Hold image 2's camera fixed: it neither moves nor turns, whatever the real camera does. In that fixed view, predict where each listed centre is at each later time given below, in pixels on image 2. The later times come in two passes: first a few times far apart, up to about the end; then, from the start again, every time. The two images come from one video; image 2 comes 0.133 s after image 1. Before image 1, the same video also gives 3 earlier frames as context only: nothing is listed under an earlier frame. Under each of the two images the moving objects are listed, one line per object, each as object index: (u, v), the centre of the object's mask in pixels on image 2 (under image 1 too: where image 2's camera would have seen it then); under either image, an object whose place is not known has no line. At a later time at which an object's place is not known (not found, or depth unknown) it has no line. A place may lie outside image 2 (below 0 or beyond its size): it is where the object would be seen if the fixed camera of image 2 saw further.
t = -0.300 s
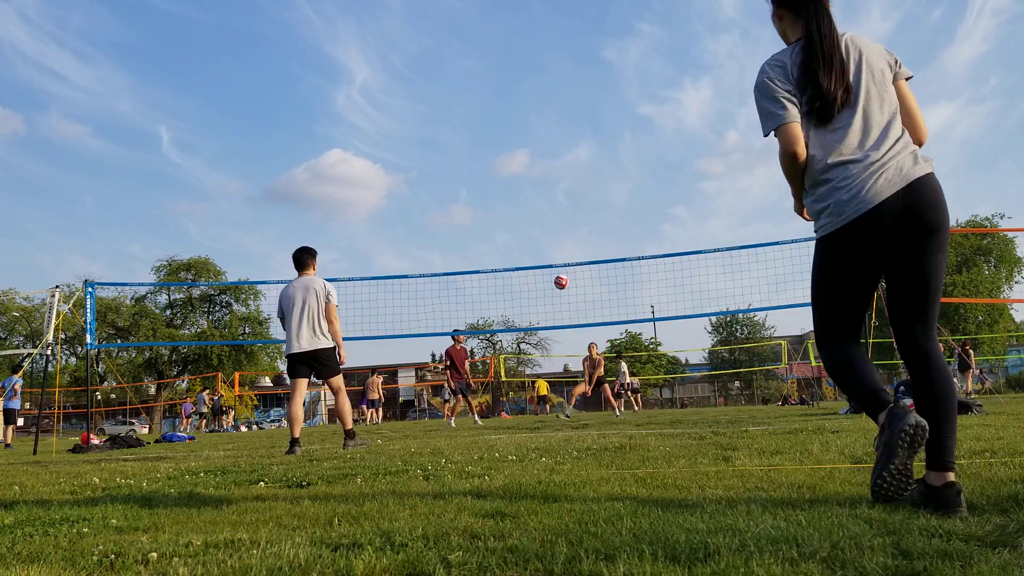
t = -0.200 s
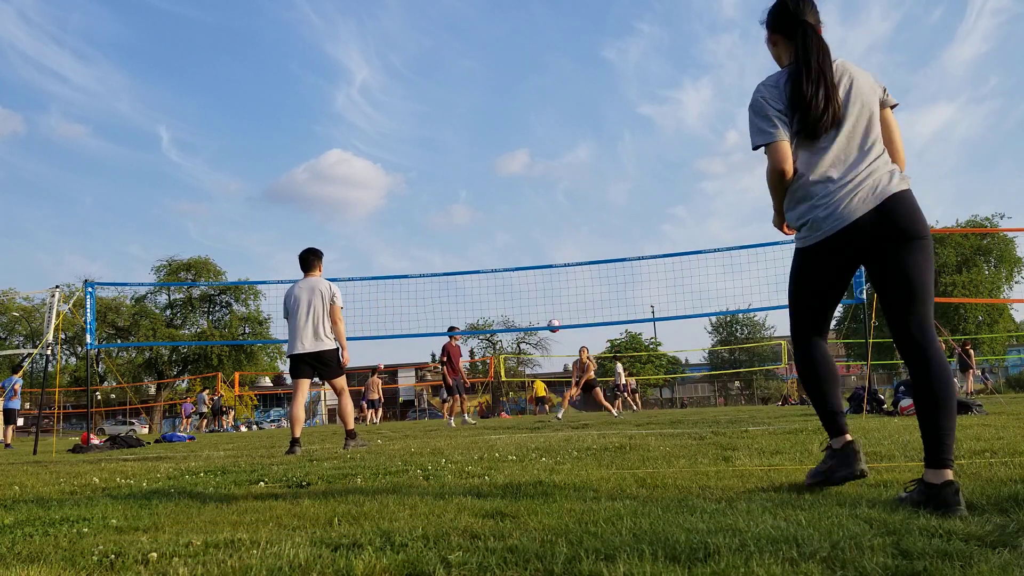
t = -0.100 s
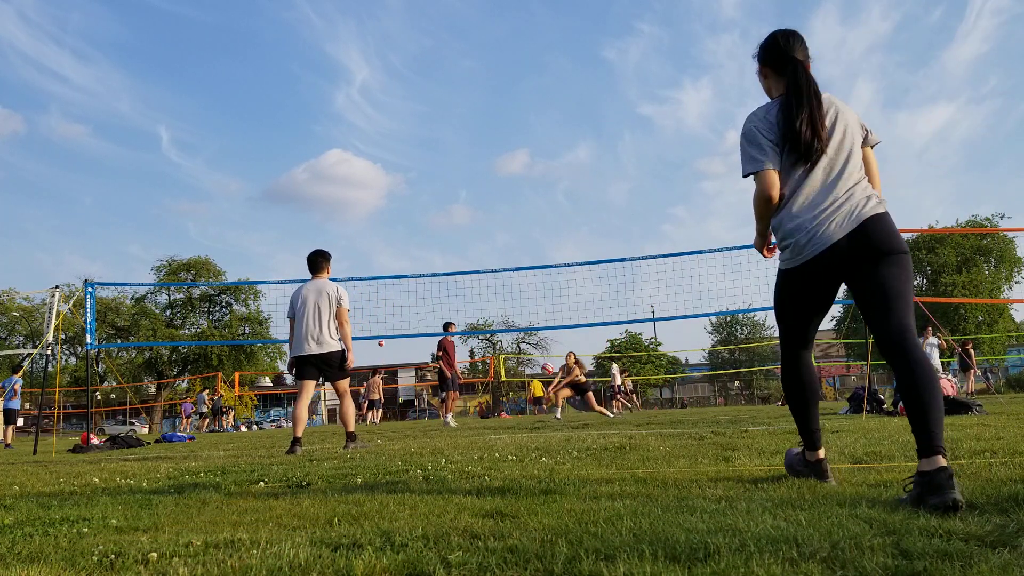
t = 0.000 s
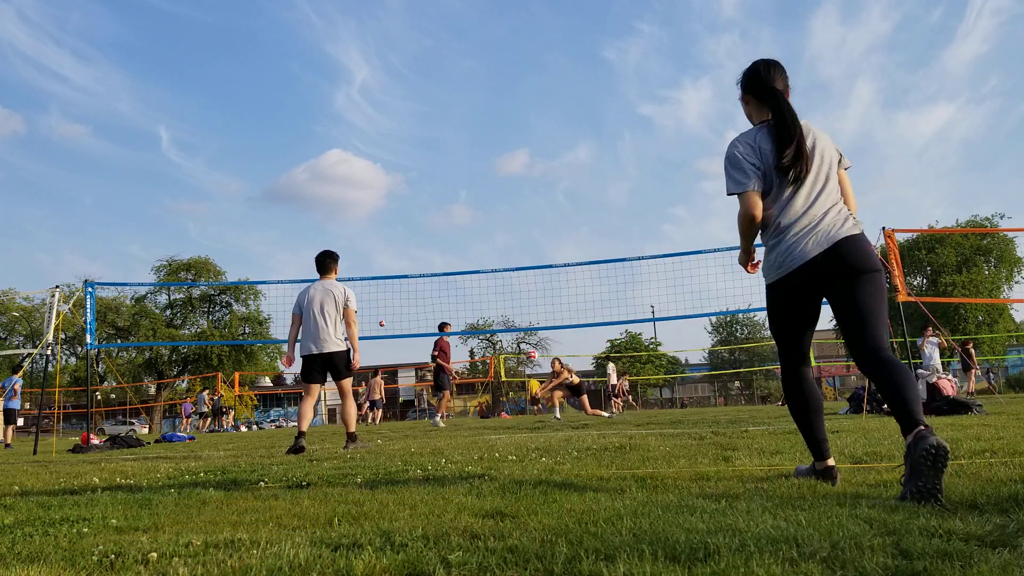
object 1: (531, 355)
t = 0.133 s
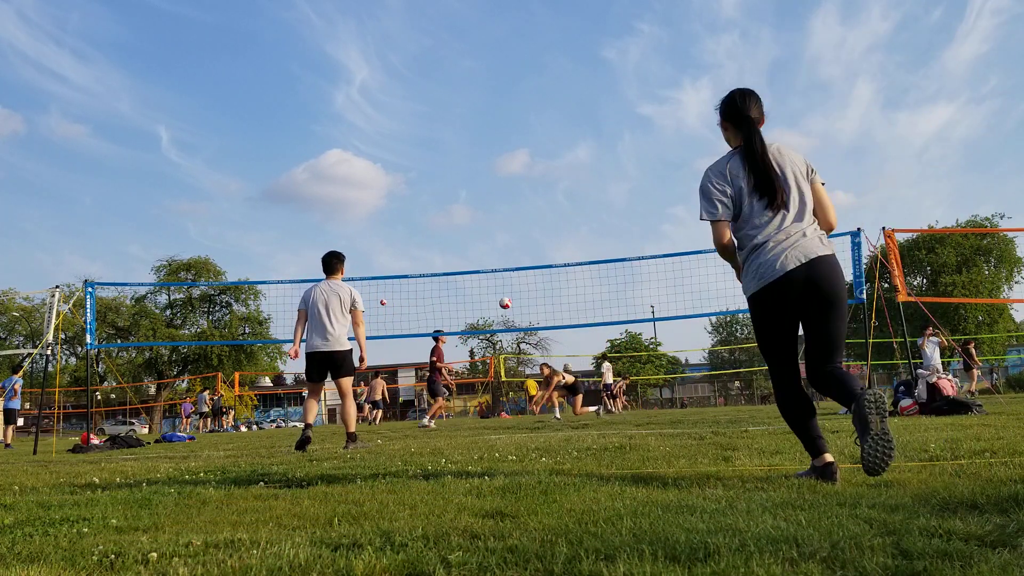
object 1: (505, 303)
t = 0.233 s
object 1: (486, 269)
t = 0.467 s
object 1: (443, 212)
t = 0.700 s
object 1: (401, 182)
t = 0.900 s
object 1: (365, 180)
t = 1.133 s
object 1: (323, 208)
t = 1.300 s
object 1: (291, 248)
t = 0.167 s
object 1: (499, 291)
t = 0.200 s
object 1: (492, 280)
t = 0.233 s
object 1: (486, 269)
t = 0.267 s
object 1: (480, 259)
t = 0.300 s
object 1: (473, 250)
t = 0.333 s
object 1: (467, 241)
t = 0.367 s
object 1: (461, 233)
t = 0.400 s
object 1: (455, 225)
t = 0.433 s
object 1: (449, 218)
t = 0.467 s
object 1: (443, 212)
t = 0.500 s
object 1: (437, 206)
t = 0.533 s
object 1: (431, 200)
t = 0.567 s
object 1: (425, 195)
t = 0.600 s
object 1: (419, 191)
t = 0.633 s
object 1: (413, 188)
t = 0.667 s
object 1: (407, 185)
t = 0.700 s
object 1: (401, 182)
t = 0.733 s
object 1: (396, 180)
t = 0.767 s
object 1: (390, 179)
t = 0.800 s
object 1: (383, 179)
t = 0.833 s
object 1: (377, 179)
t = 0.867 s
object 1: (371, 179)
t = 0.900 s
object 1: (365, 180)
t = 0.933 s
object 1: (359, 183)
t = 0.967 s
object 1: (354, 185)
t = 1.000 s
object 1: (347, 188)
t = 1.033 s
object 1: (341, 192)
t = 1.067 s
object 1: (335, 197)
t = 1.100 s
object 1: (329, 202)
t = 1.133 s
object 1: (323, 208)
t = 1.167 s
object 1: (316, 214)
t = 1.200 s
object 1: (310, 222)
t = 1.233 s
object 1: (304, 229)
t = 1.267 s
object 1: (298, 238)
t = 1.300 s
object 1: (291, 248)
